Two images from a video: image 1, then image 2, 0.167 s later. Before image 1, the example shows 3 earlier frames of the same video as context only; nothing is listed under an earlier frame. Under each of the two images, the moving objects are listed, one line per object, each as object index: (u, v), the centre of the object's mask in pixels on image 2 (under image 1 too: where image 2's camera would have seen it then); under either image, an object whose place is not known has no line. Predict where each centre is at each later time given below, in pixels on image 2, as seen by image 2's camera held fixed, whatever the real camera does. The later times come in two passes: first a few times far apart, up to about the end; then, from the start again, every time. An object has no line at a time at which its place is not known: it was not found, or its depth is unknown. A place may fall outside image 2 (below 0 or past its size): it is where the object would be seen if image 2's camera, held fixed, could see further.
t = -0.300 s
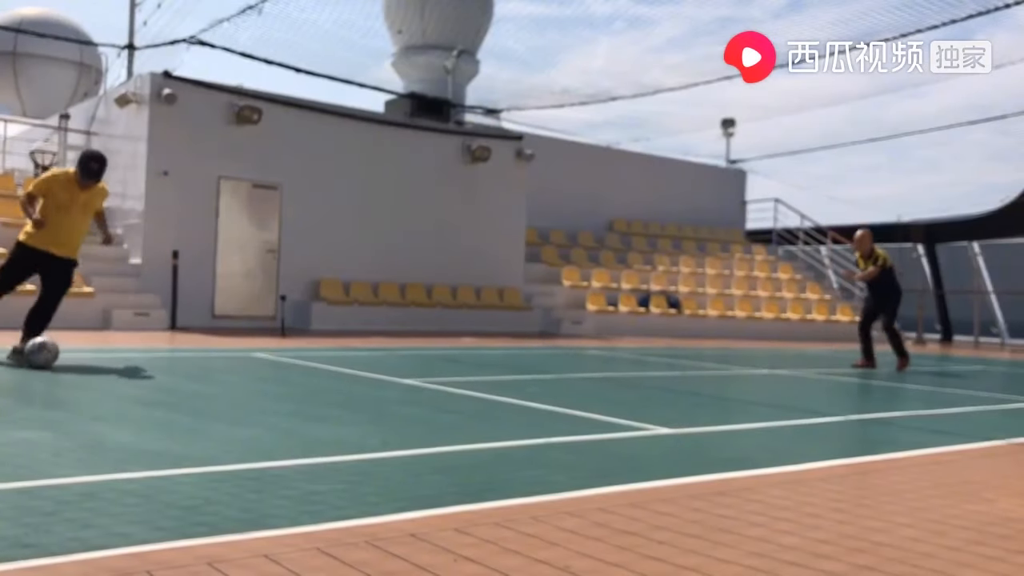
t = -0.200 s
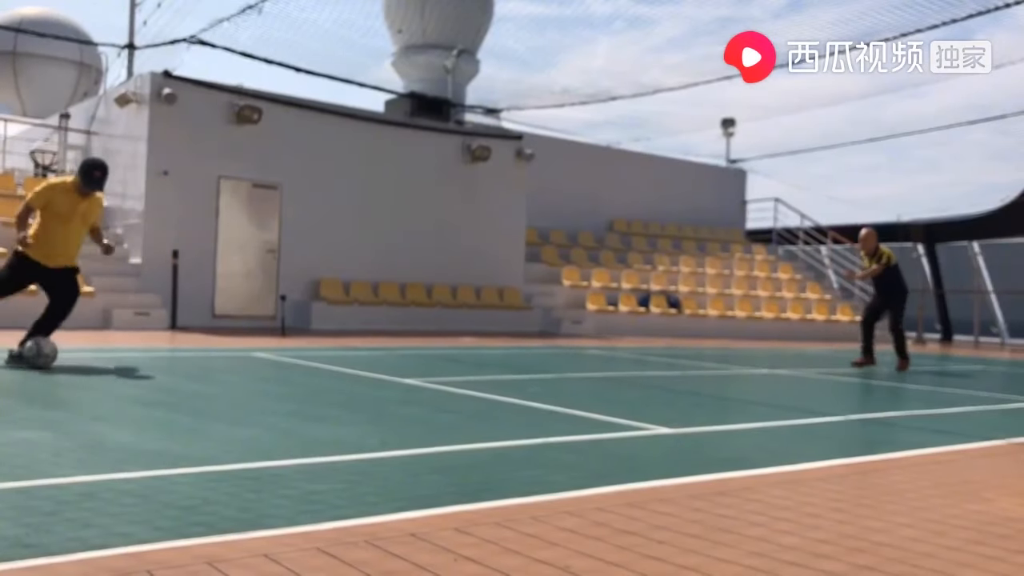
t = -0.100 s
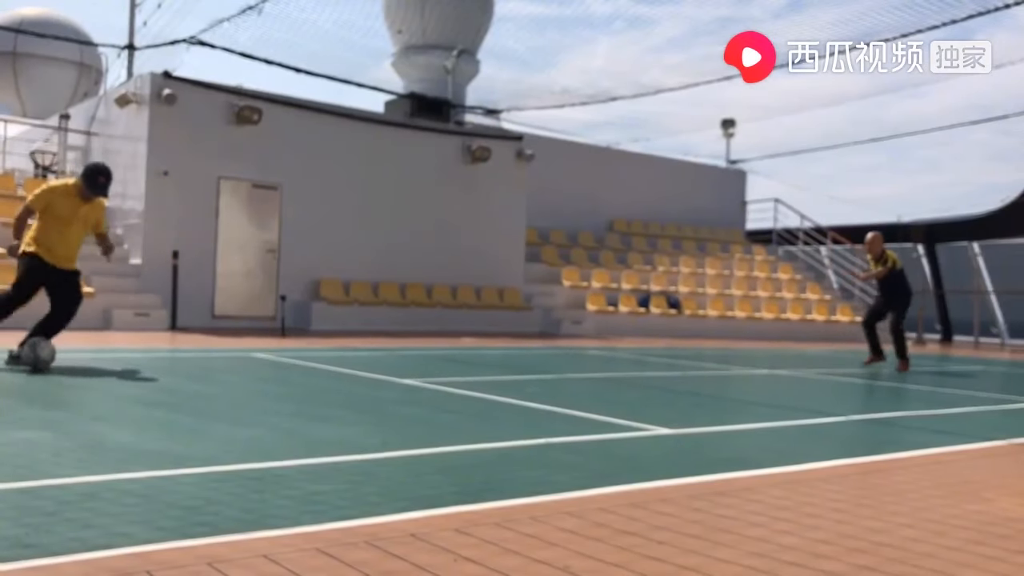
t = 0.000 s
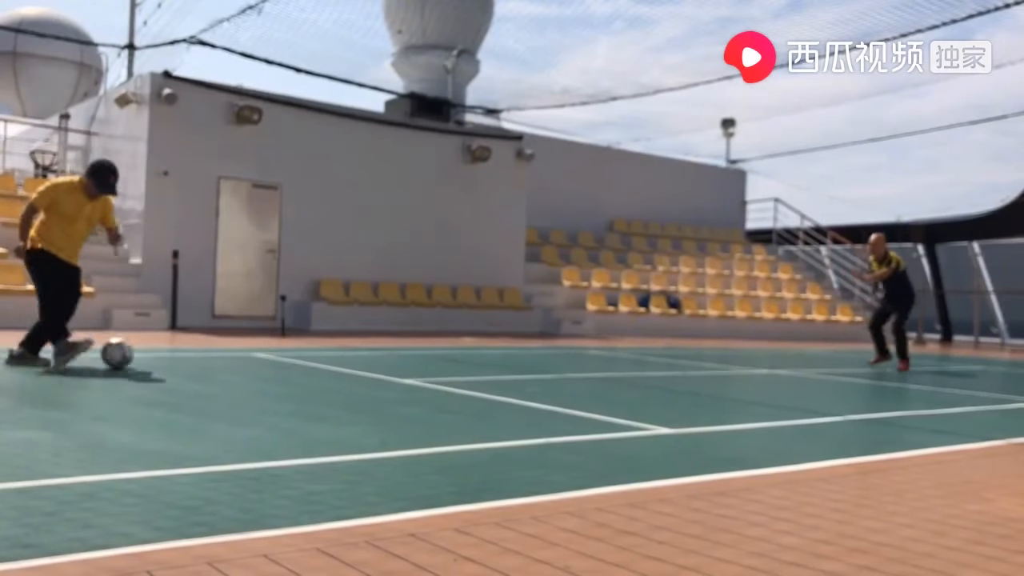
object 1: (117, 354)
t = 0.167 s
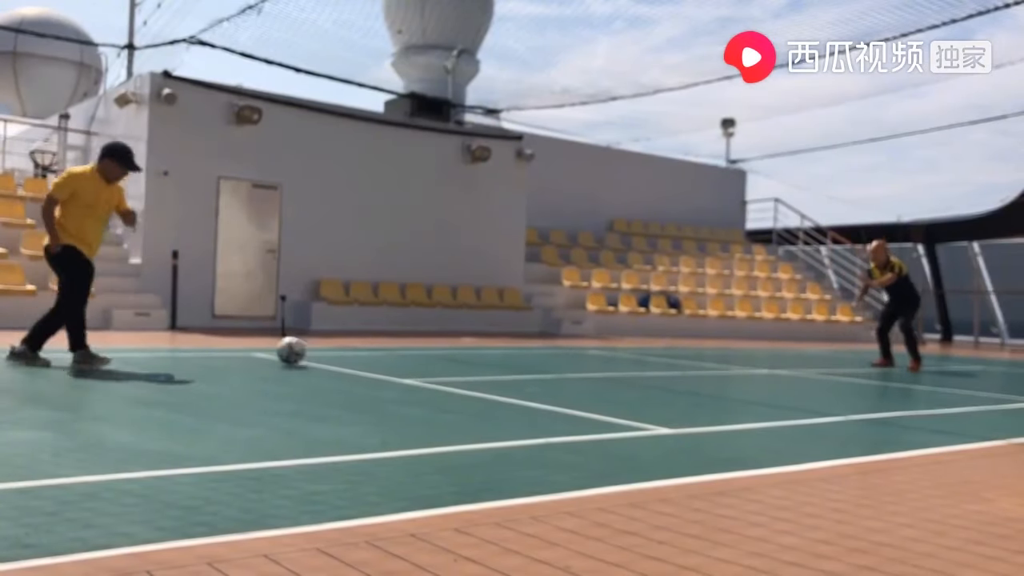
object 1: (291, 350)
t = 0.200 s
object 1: (319, 352)
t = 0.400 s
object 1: (451, 353)
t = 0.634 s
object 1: (553, 352)
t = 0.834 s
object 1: (625, 351)
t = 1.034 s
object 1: (686, 351)
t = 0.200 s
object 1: (319, 352)
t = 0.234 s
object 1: (347, 353)
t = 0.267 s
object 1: (371, 353)
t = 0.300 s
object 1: (393, 352)
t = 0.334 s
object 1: (414, 353)
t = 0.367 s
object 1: (433, 353)
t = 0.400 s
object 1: (451, 353)
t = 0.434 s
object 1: (468, 352)
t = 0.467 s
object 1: (484, 352)
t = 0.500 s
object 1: (499, 352)
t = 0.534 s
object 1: (513, 351)
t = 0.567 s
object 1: (527, 351)
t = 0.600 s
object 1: (540, 351)
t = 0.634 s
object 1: (553, 352)
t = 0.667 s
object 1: (565, 352)
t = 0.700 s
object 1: (577, 351)
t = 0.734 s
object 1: (590, 352)
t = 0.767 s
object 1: (602, 351)
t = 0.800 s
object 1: (613, 351)
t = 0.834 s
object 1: (625, 351)
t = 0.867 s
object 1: (635, 352)
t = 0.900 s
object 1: (646, 351)
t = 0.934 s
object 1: (657, 351)
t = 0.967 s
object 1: (667, 352)
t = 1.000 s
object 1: (677, 352)
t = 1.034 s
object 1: (686, 351)
